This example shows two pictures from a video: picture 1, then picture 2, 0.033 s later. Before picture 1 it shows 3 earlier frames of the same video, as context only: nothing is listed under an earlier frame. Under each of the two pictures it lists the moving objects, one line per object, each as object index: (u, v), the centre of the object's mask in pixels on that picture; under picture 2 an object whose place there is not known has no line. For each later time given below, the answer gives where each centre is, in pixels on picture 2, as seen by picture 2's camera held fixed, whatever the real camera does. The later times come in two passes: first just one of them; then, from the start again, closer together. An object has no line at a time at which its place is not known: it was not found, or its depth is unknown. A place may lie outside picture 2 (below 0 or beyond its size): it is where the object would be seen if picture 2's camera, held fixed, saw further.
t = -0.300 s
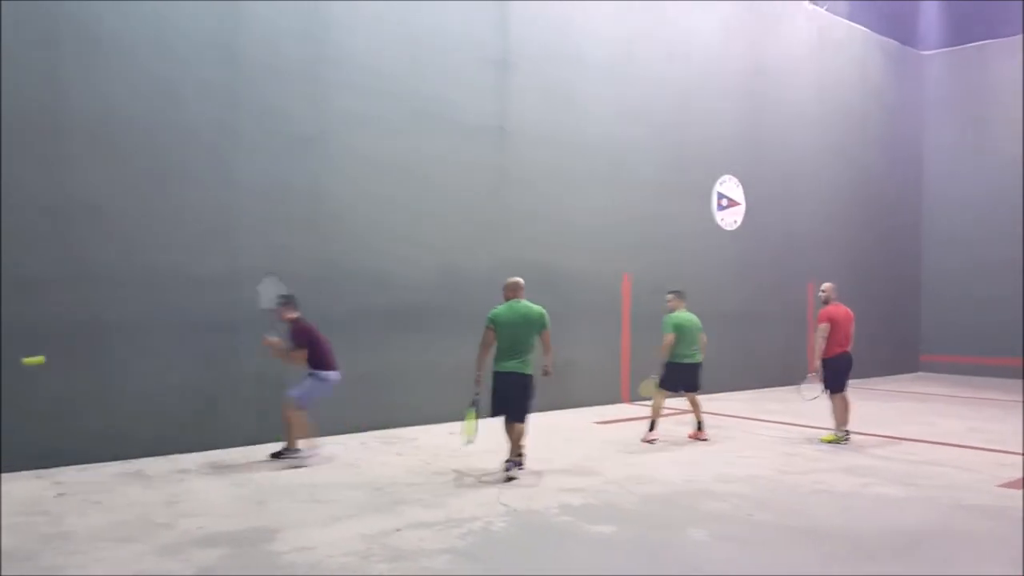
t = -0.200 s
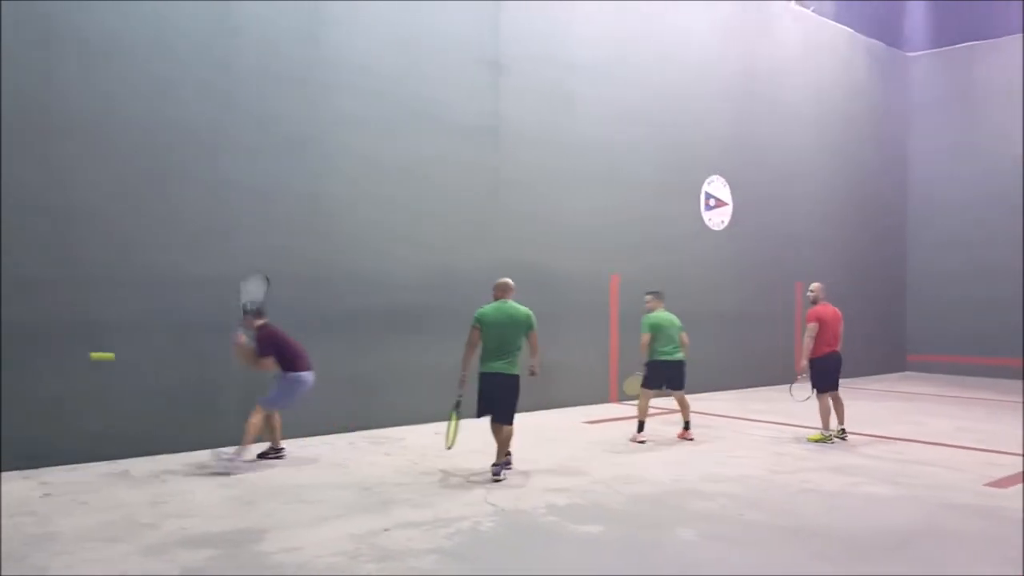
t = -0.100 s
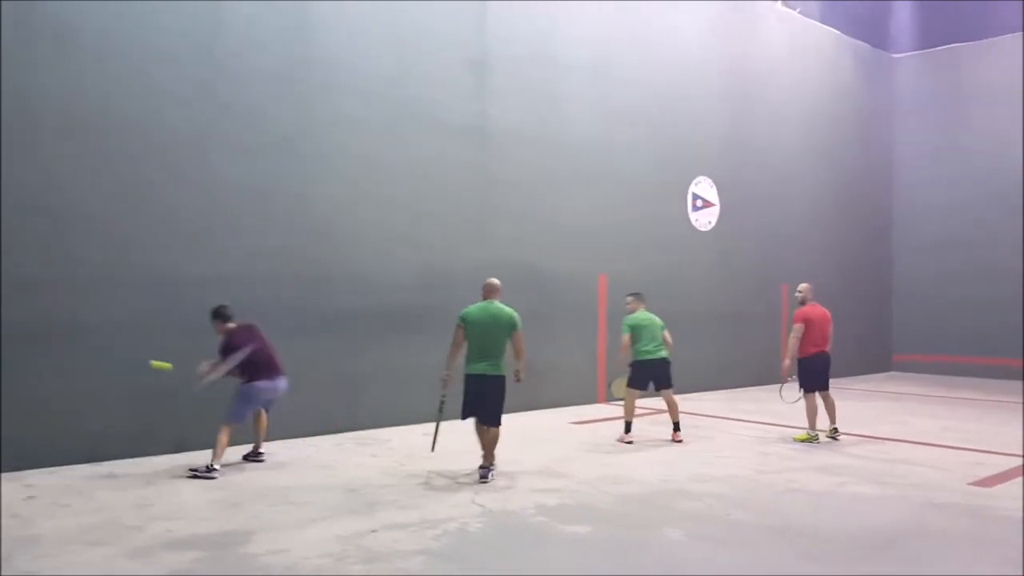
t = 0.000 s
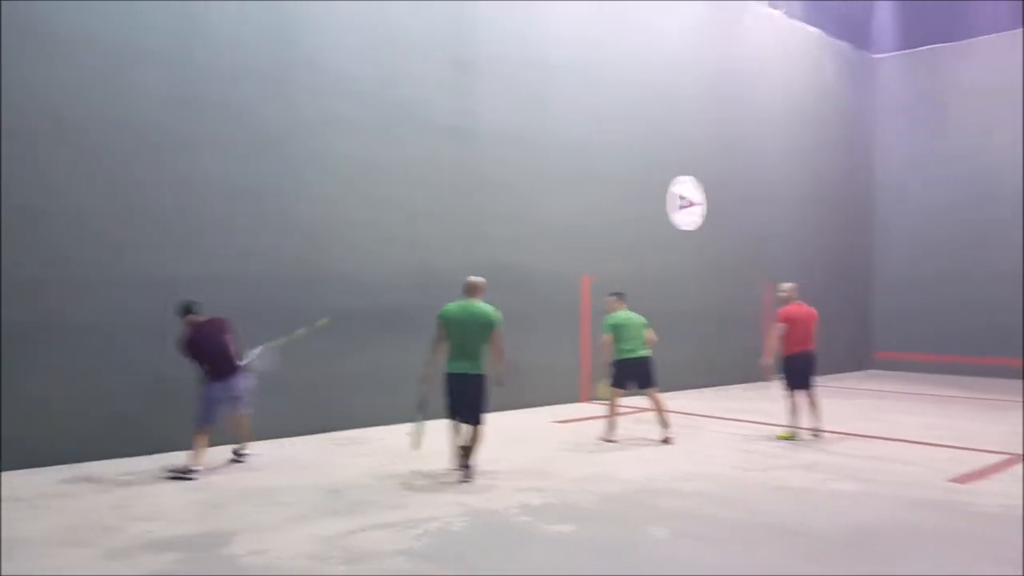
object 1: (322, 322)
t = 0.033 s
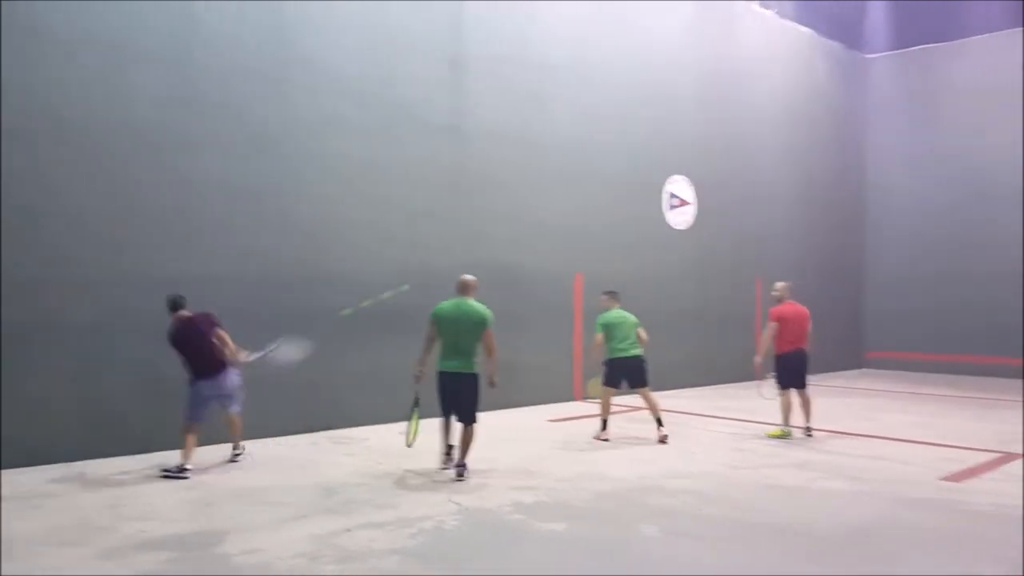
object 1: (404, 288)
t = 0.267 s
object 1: (726, 178)
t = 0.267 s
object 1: (726, 178)
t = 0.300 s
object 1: (753, 172)
